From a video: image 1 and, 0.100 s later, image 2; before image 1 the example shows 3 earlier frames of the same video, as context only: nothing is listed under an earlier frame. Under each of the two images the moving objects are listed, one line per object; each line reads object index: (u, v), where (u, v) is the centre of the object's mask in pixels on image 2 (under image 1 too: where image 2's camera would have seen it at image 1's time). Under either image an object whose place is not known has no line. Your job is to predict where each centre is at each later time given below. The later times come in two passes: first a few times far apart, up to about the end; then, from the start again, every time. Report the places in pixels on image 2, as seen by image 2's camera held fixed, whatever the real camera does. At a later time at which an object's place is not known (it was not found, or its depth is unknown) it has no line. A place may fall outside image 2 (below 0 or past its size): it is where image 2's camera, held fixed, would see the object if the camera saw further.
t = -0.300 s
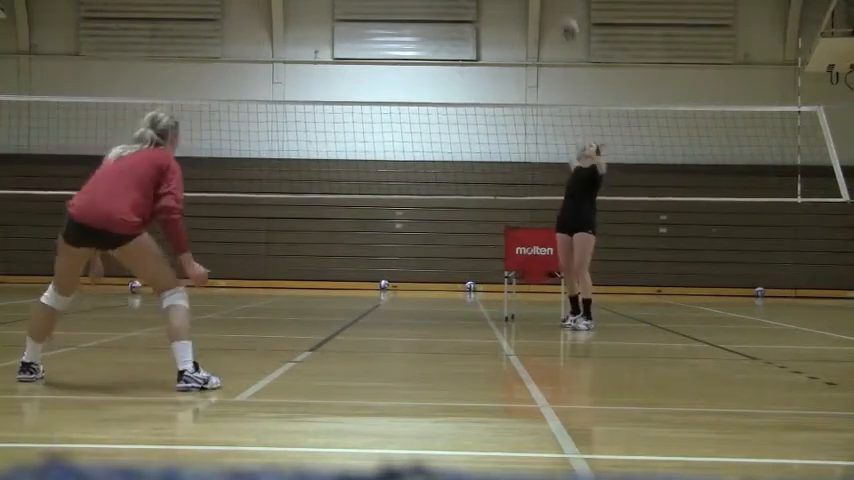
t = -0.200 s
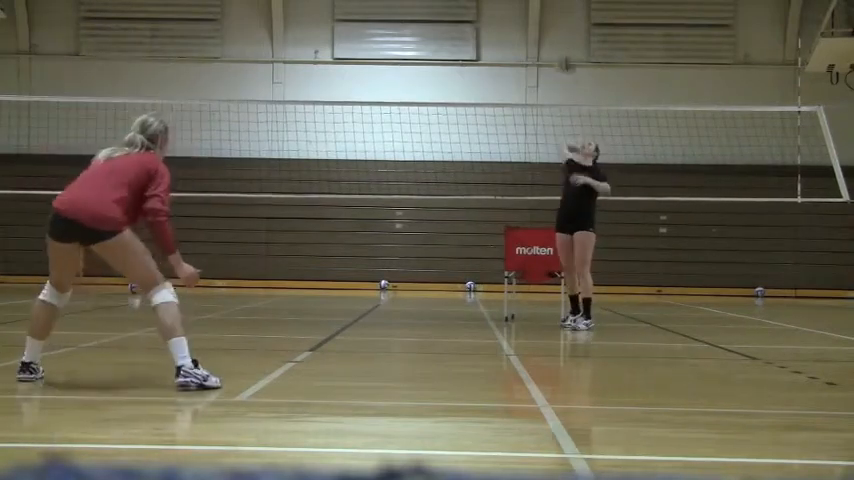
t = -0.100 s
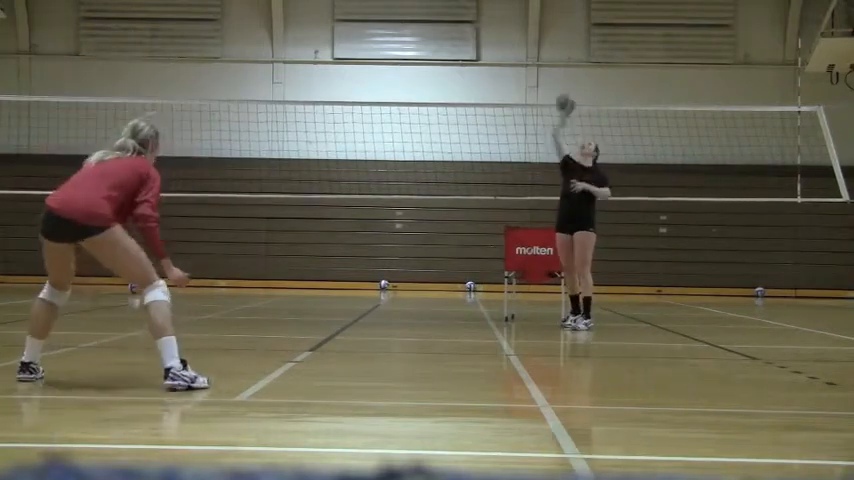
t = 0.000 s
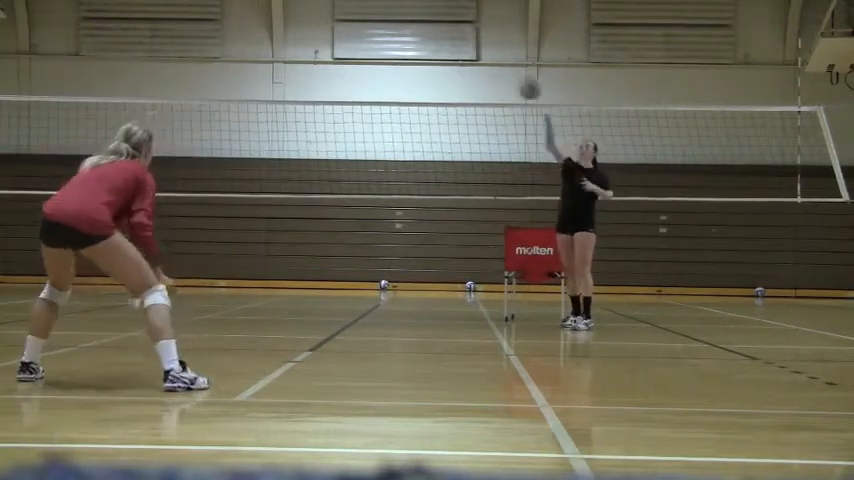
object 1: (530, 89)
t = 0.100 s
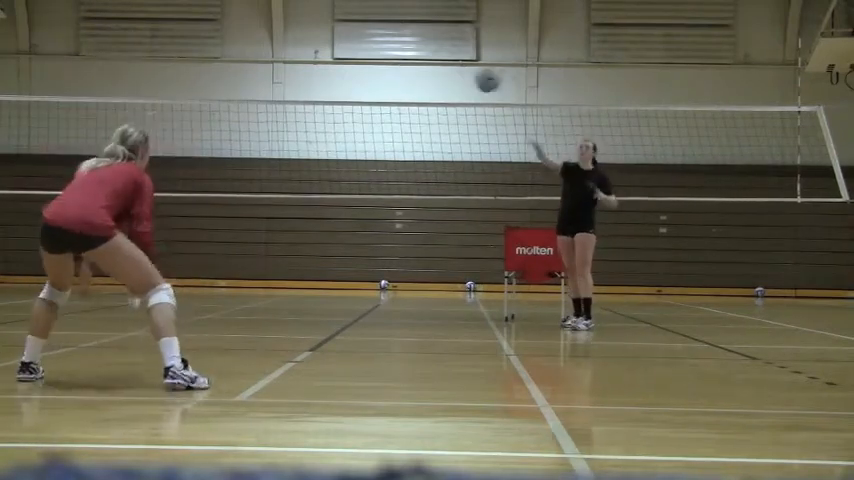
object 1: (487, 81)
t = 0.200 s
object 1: (437, 86)
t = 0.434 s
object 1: (270, 183)
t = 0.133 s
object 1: (471, 81)
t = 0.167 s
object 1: (454, 82)
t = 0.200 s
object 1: (437, 86)
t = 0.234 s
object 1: (418, 92)
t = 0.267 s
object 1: (398, 99)
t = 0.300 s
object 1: (376, 111)
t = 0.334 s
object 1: (352, 125)
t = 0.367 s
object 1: (326, 140)
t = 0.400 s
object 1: (300, 156)
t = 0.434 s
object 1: (270, 183)
